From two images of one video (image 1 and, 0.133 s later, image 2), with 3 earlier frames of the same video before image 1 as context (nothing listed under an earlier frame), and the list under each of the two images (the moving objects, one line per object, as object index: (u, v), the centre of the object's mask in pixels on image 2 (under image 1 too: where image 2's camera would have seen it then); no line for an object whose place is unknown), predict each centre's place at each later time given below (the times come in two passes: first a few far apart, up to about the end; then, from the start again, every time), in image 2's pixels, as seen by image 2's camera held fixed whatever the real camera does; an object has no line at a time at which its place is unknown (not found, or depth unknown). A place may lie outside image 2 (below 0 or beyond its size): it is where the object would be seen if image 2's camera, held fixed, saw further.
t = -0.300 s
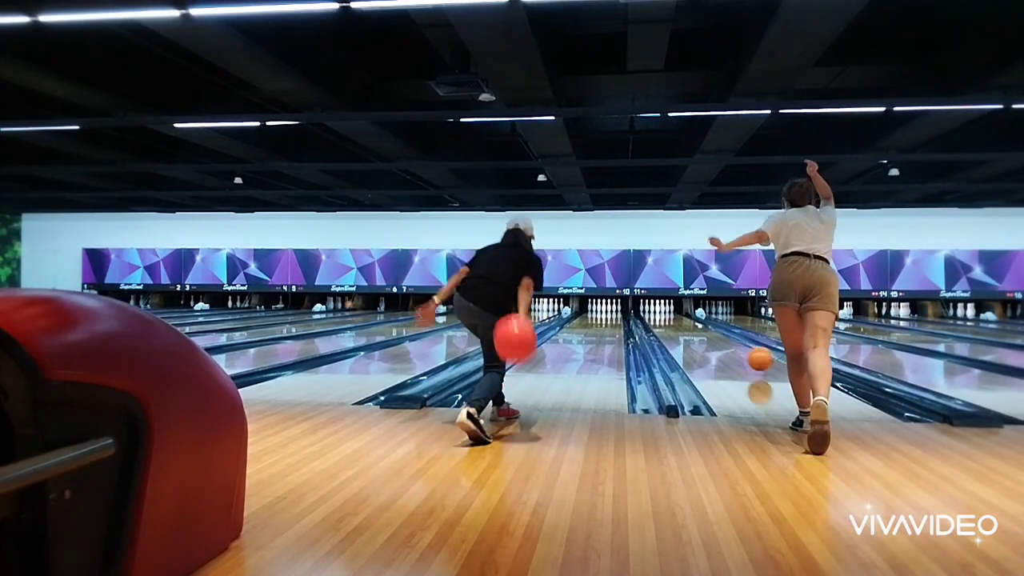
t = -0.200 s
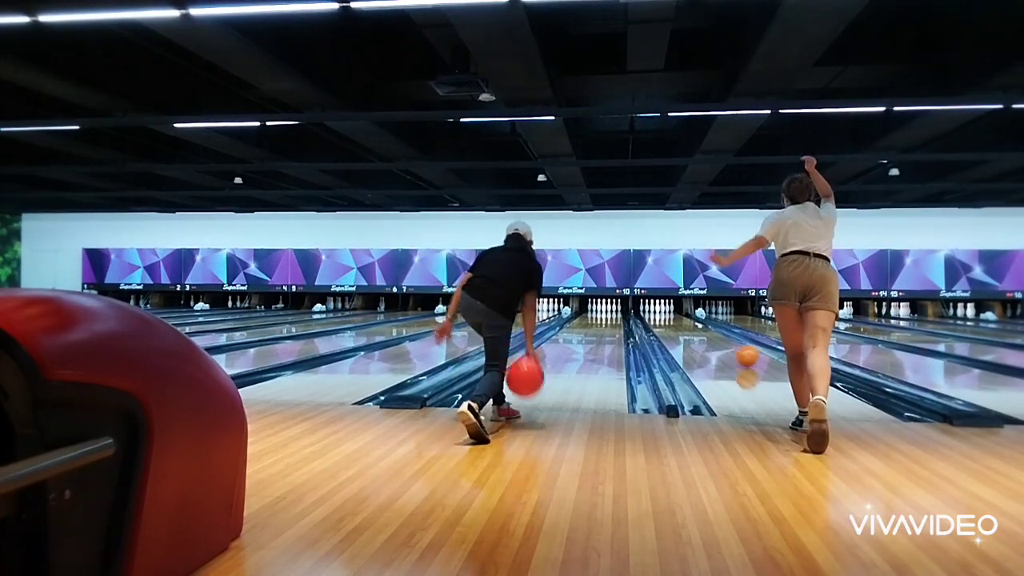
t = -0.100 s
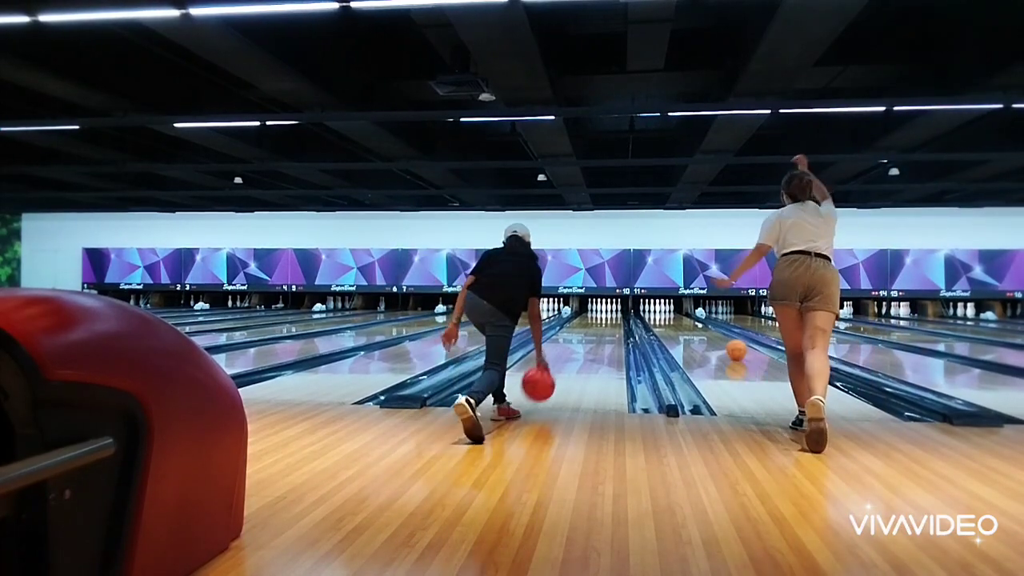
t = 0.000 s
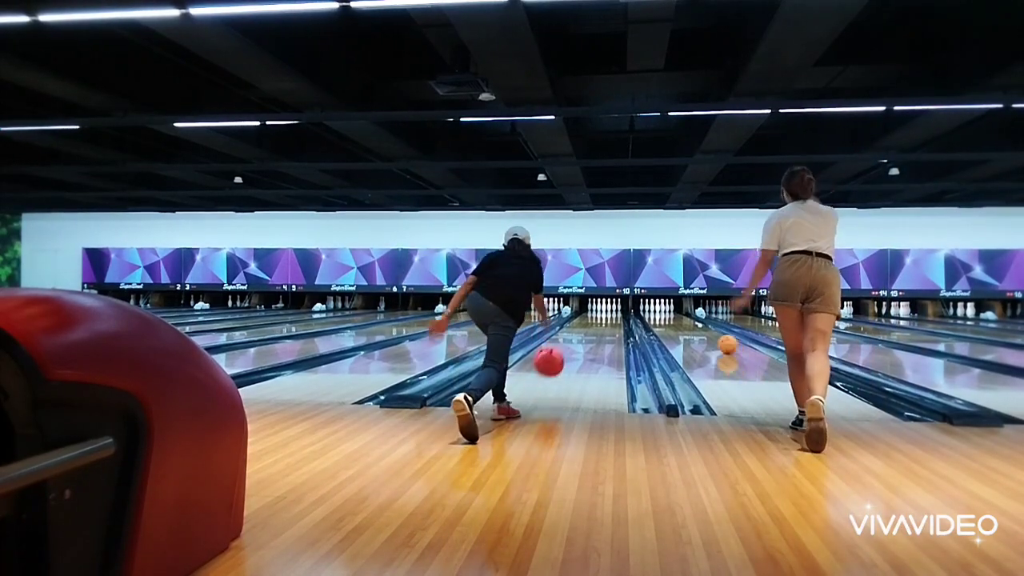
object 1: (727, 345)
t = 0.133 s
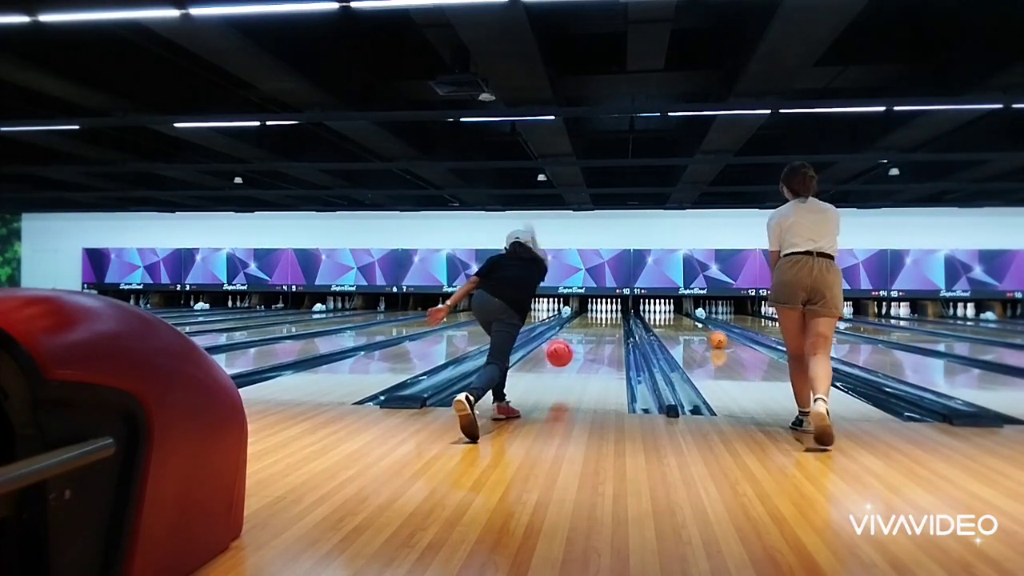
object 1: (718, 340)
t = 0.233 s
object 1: (712, 336)
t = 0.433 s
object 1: (701, 331)
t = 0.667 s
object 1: (692, 326)
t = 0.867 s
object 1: (685, 322)
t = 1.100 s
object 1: (679, 319)
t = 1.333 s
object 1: (675, 316)
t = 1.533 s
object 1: (671, 314)
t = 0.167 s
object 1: (716, 339)
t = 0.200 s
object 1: (714, 337)
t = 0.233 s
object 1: (712, 336)
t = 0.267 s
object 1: (710, 335)
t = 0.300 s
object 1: (708, 334)
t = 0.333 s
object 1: (706, 333)
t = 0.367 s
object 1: (705, 333)
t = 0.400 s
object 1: (703, 331)
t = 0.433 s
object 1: (701, 331)
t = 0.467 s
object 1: (700, 330)
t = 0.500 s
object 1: (698, 329)
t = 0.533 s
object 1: (697, 328)
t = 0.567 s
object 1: (695, 328)
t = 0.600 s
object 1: (694, 327)
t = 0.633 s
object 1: (693, 326)
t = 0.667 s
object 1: (692, 326)
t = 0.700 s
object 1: (690, 325)
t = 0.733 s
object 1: (689, 324)
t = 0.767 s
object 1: (688, 324)
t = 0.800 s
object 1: (687, 323)
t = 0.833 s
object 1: (686, 323)
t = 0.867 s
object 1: (685, 322)
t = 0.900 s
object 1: (684, 322)
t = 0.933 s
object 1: (683, 321)
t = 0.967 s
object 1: (683, 321)
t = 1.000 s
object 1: (683, 320)
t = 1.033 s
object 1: (681, 320)
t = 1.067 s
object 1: (680, 319)
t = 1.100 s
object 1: (679, 319)
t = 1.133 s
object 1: (679, 318)
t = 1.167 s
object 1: (678, 318)
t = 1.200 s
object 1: (677, 317)
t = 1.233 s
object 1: (676, 317)
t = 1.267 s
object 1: (676, 317)
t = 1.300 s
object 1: (675, 316)
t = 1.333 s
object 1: (675, 316)
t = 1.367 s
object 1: (673, 315)
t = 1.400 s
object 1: (673, 315)
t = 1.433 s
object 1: (672, 315)
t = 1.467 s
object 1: (672, 315)
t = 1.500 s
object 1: (672, 314)
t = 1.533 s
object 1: (671, 314)
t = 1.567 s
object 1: (670, 314)
